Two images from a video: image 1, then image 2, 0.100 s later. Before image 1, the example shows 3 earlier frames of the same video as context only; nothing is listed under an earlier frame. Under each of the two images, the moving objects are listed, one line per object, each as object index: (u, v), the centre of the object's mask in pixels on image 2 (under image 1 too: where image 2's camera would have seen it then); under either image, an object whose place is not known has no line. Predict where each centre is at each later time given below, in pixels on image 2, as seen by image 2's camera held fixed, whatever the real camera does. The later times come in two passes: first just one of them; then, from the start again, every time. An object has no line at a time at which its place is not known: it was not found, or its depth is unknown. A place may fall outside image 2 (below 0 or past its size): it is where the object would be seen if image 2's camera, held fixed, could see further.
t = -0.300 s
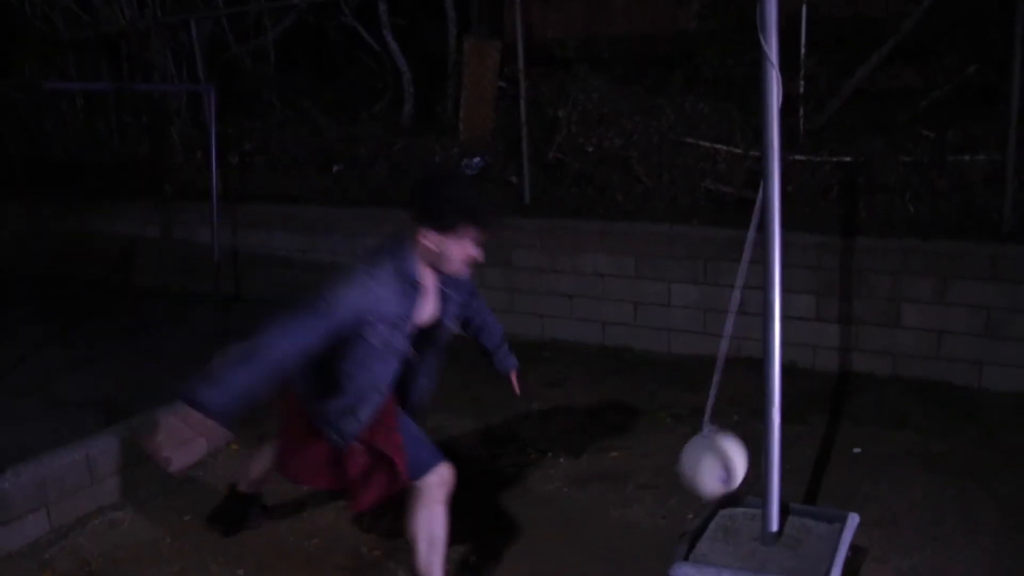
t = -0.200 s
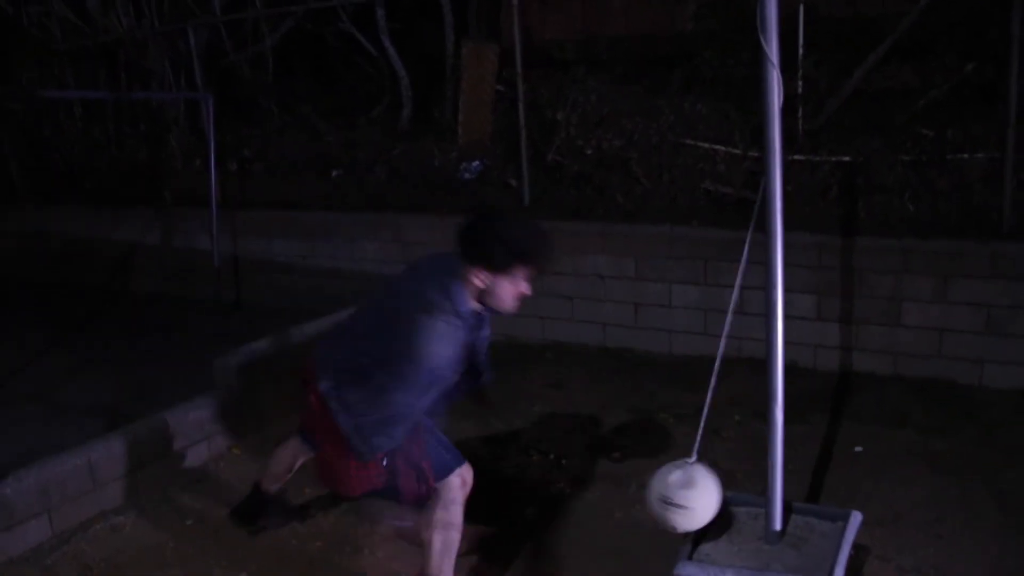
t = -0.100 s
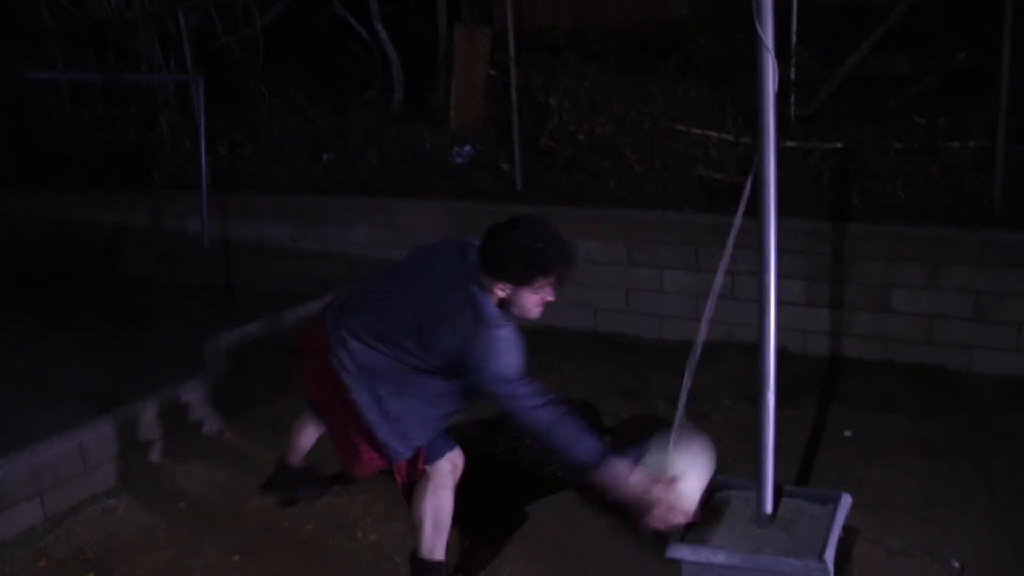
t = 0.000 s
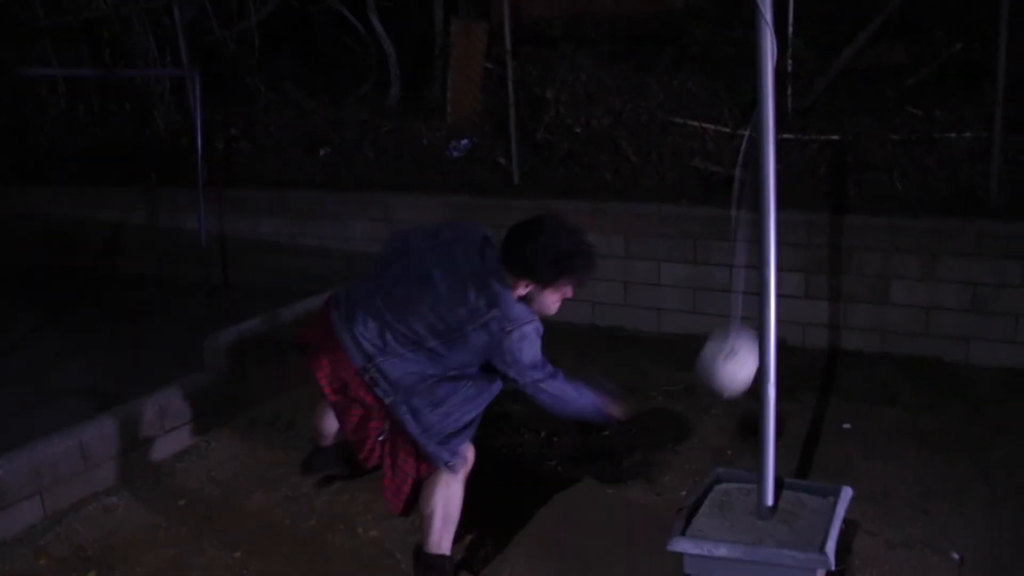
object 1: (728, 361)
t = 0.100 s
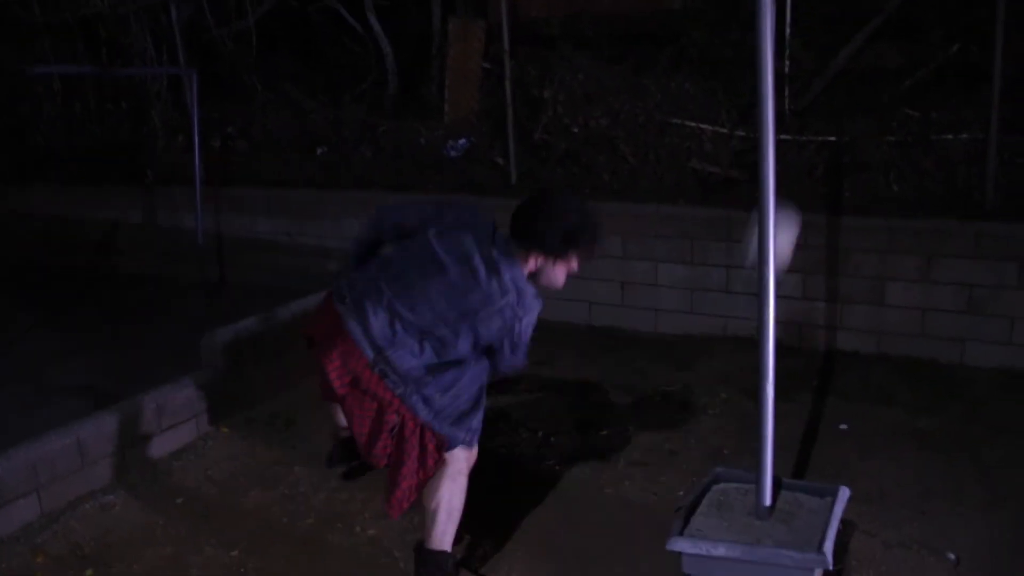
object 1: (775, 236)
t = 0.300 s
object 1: (843, 12)
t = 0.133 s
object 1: (793, 191)
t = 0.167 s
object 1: (800, 150)
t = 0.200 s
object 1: (812, 109)
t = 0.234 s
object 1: (824, 73)
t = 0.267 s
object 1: (836, 35)
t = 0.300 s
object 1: (843, 12)
